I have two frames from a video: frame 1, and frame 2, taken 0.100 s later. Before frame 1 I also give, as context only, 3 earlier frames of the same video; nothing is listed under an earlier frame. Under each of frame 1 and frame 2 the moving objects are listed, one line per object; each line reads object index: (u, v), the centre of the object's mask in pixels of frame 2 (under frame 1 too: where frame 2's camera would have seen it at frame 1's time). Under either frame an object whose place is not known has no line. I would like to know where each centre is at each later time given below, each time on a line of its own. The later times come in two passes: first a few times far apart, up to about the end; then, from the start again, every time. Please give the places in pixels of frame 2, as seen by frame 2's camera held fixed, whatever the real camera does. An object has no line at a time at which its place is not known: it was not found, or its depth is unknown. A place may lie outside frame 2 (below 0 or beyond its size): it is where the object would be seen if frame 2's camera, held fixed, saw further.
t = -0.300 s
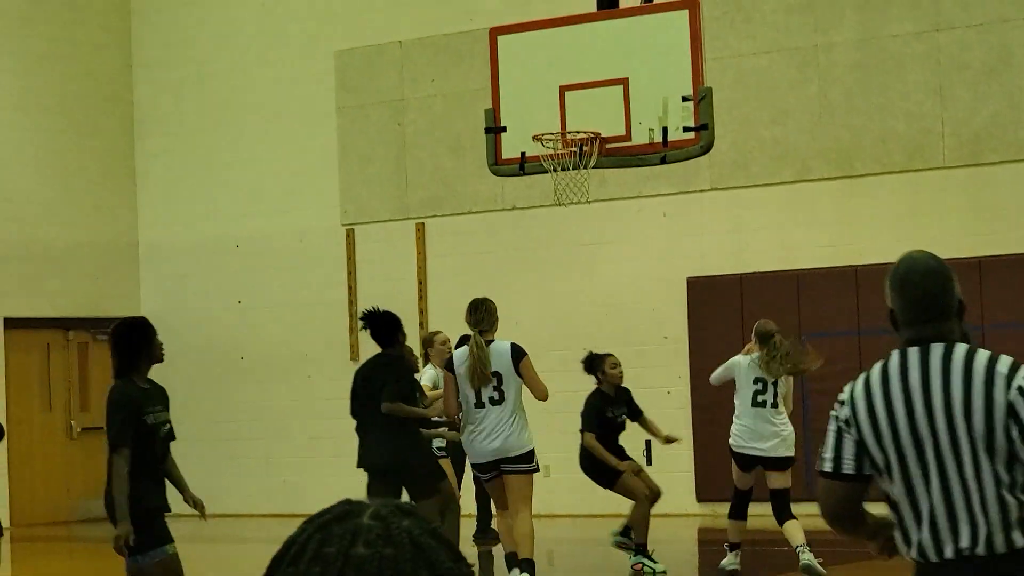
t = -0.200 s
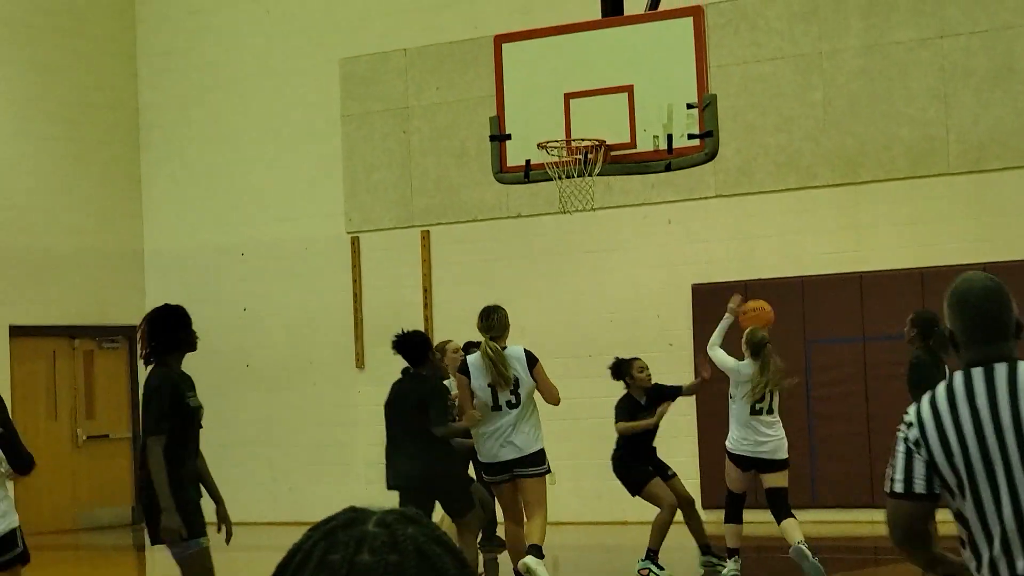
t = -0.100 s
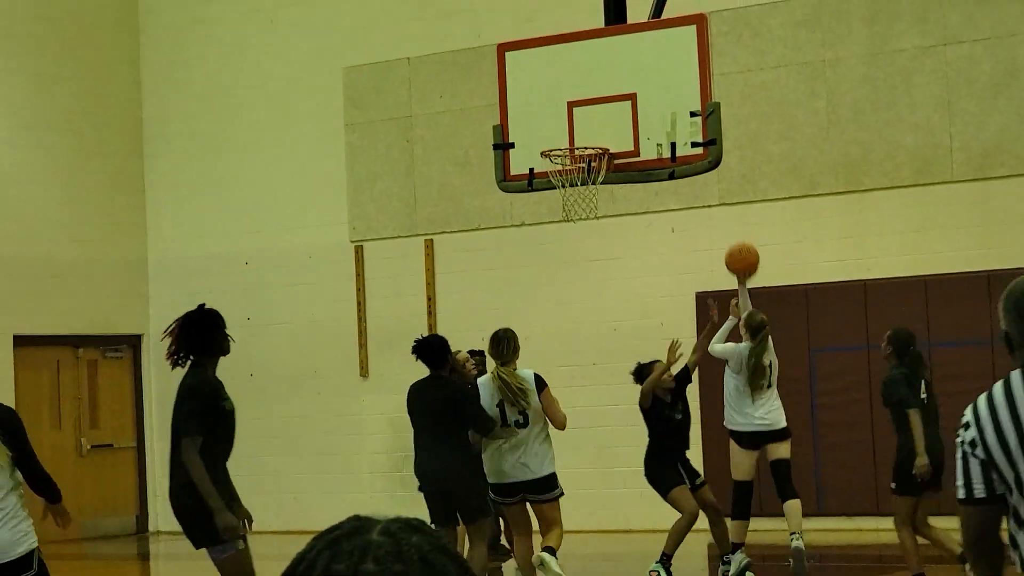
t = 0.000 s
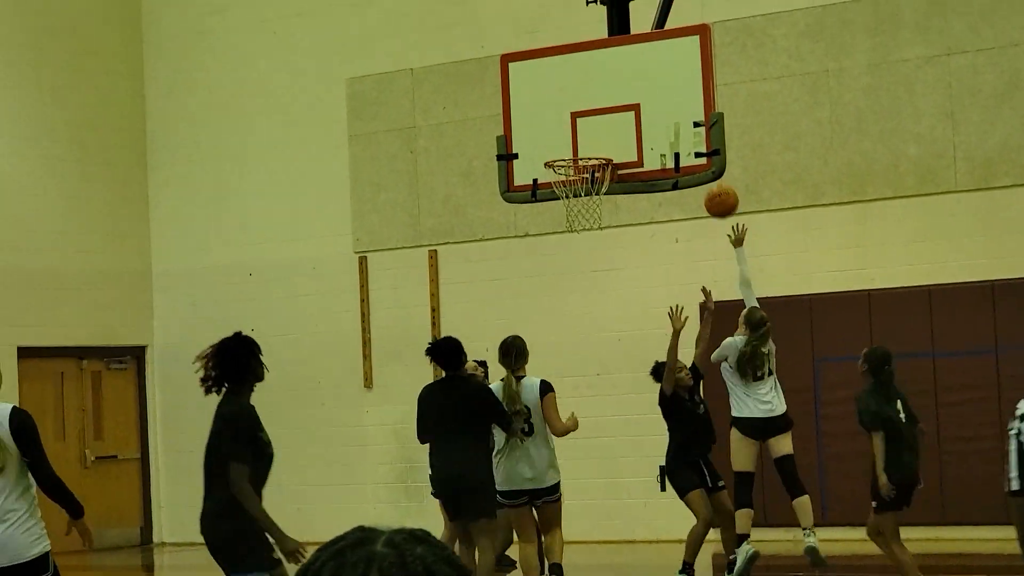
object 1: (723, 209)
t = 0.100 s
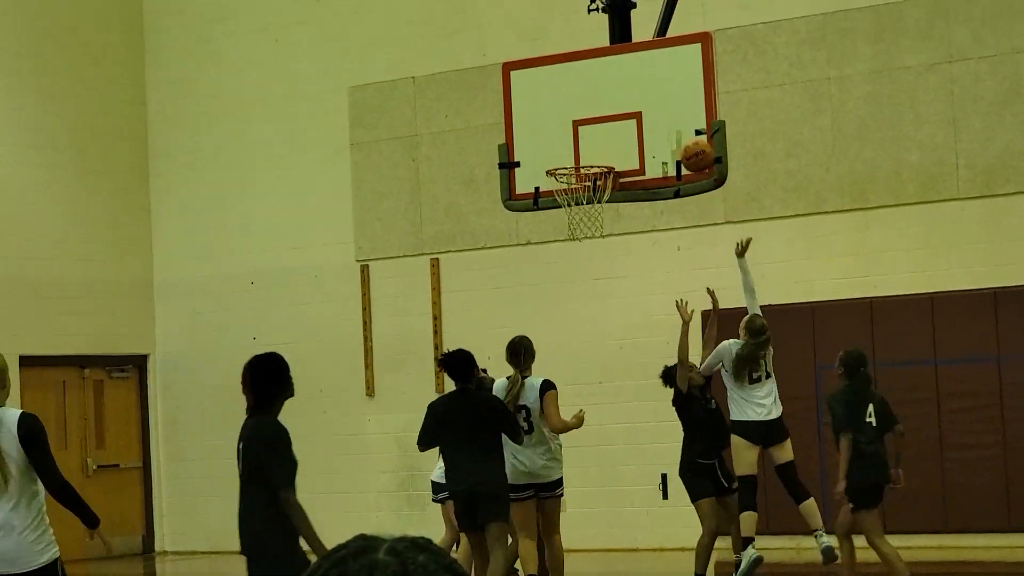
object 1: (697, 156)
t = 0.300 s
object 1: (649, 95)
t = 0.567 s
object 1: (590, 102)
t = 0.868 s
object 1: (557, 125)
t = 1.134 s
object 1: (567, 125)
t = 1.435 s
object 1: (571, 147)
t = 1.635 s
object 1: (569, 157)
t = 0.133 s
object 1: (689, 143)
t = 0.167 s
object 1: (680, 129)
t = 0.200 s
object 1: (672, 119)
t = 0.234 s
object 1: (665, 109)
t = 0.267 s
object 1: (657, 101)
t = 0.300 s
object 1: (649, 95)
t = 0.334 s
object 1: (642, 90)
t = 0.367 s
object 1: (635, 87)
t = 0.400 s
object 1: (629, 86)
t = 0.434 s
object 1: (620, 86)
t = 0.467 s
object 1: (613, 88)
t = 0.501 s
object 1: (605, 91)
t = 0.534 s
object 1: (598, 96)
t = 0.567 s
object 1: (590, 102)
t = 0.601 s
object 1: (583, 110)
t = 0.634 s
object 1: (576, 120)
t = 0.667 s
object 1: (569, 131)
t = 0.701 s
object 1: (561, 143)
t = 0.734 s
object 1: (554, 155)
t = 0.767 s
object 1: (555, 149)
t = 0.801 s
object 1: (555, 140)
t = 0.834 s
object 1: (556, 132)
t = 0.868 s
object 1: (557, 125)
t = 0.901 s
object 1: (558, 120)
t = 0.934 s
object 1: (559, 116)
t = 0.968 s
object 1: (560, 114)
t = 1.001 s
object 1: (561, 113)
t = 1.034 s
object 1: (563, 114)
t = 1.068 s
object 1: (564, 116)
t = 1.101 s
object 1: (566, 120)
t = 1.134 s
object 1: (567, 125)
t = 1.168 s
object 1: (569, 132)
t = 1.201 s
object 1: (571, 140)
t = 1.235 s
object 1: (572, 150)
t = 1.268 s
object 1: (572, 147)
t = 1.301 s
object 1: (572, 144)
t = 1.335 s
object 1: (571, 143)
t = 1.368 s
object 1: (571, 143)
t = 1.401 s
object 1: (571, 144)
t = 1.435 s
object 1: (571, 147)
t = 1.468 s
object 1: (571, 150)
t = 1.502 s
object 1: (570, 148)
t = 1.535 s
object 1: (570, 148)
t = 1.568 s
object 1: (570, 150)
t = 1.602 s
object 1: (569, 153)
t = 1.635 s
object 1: (569, 157)
